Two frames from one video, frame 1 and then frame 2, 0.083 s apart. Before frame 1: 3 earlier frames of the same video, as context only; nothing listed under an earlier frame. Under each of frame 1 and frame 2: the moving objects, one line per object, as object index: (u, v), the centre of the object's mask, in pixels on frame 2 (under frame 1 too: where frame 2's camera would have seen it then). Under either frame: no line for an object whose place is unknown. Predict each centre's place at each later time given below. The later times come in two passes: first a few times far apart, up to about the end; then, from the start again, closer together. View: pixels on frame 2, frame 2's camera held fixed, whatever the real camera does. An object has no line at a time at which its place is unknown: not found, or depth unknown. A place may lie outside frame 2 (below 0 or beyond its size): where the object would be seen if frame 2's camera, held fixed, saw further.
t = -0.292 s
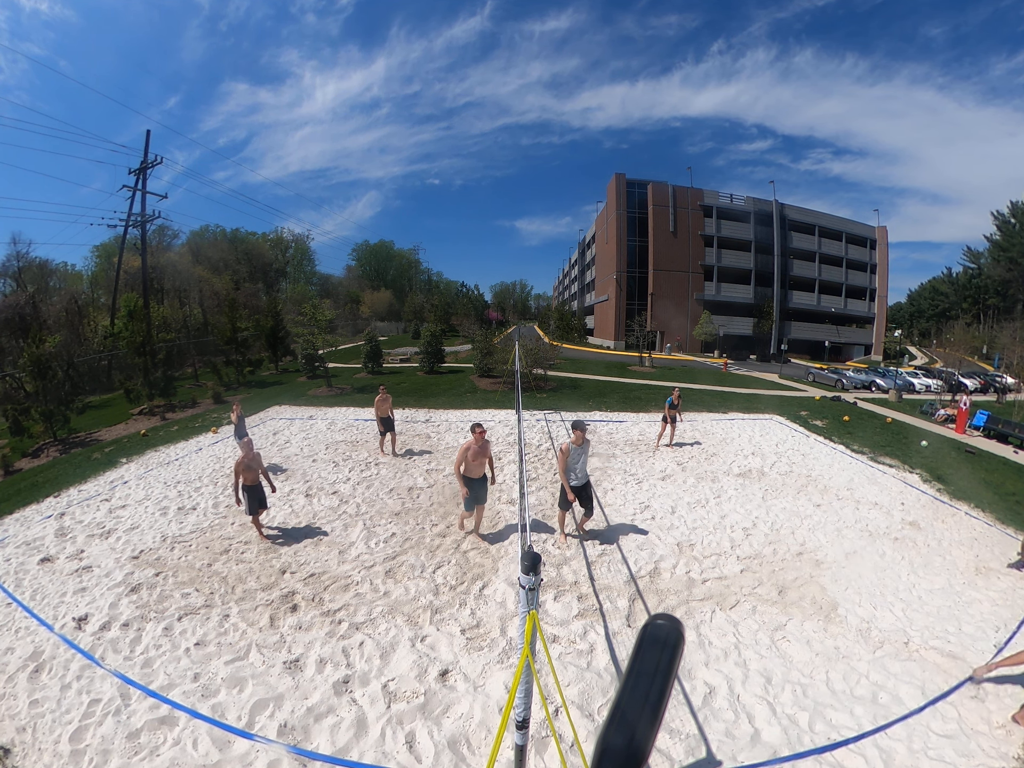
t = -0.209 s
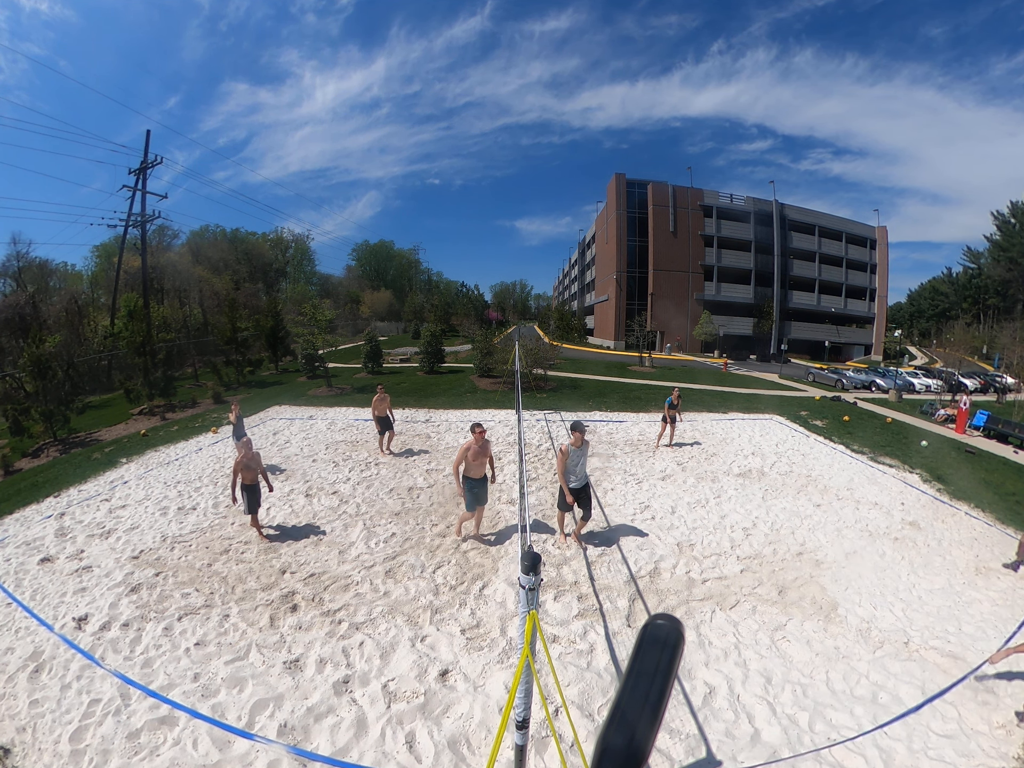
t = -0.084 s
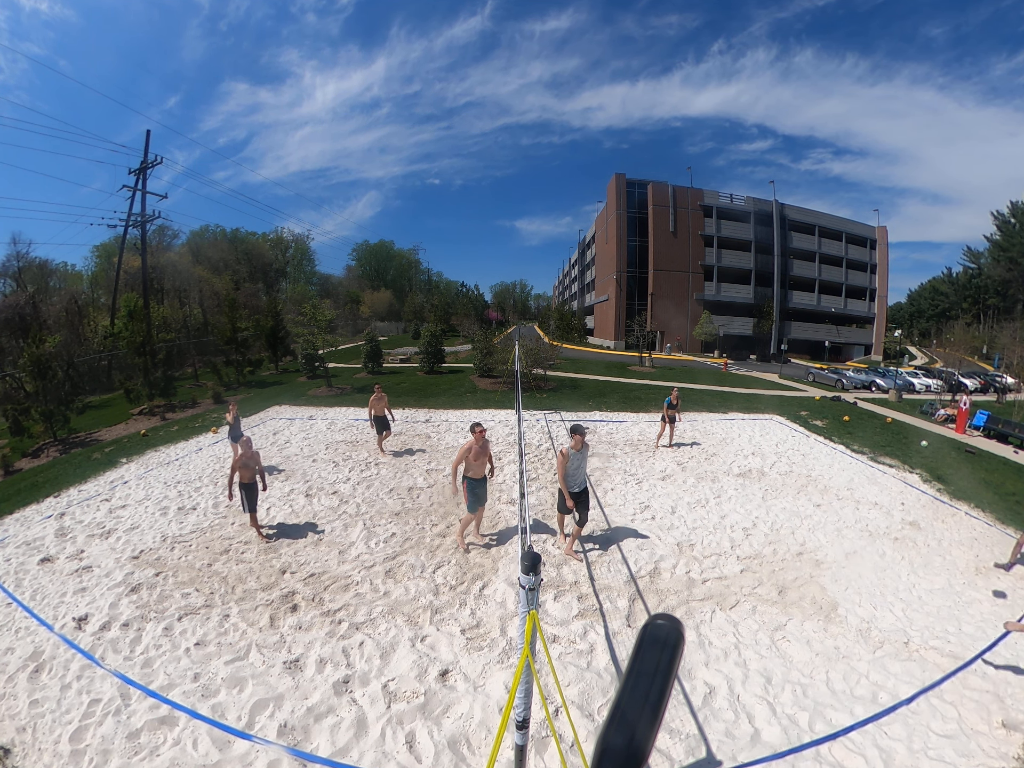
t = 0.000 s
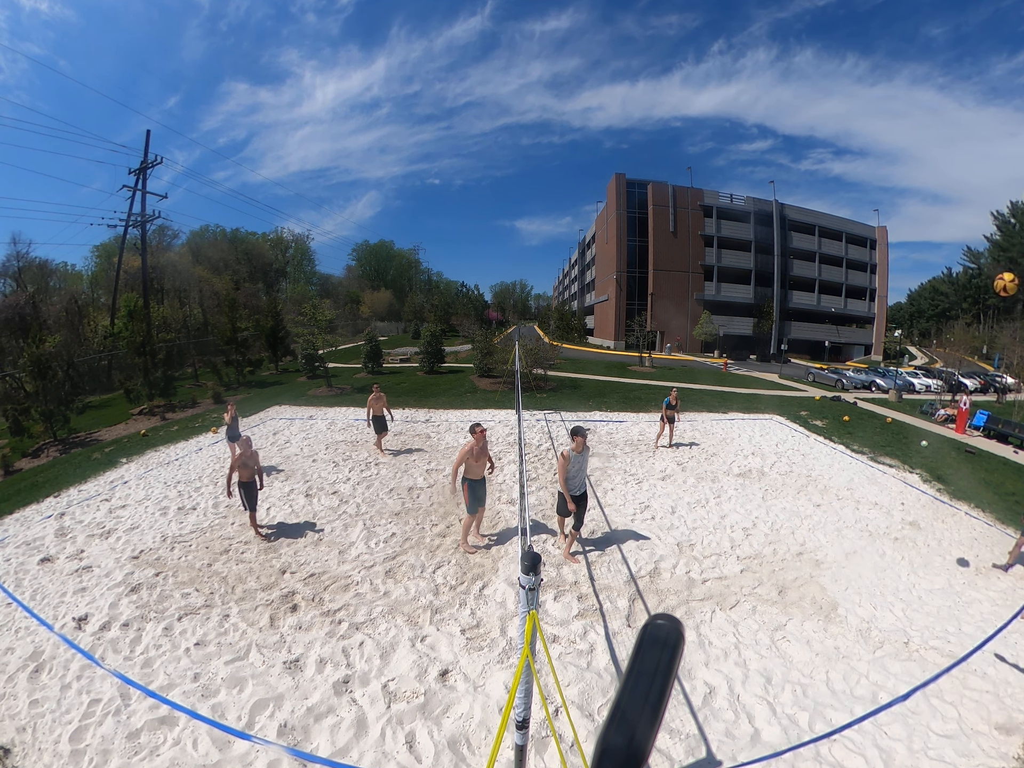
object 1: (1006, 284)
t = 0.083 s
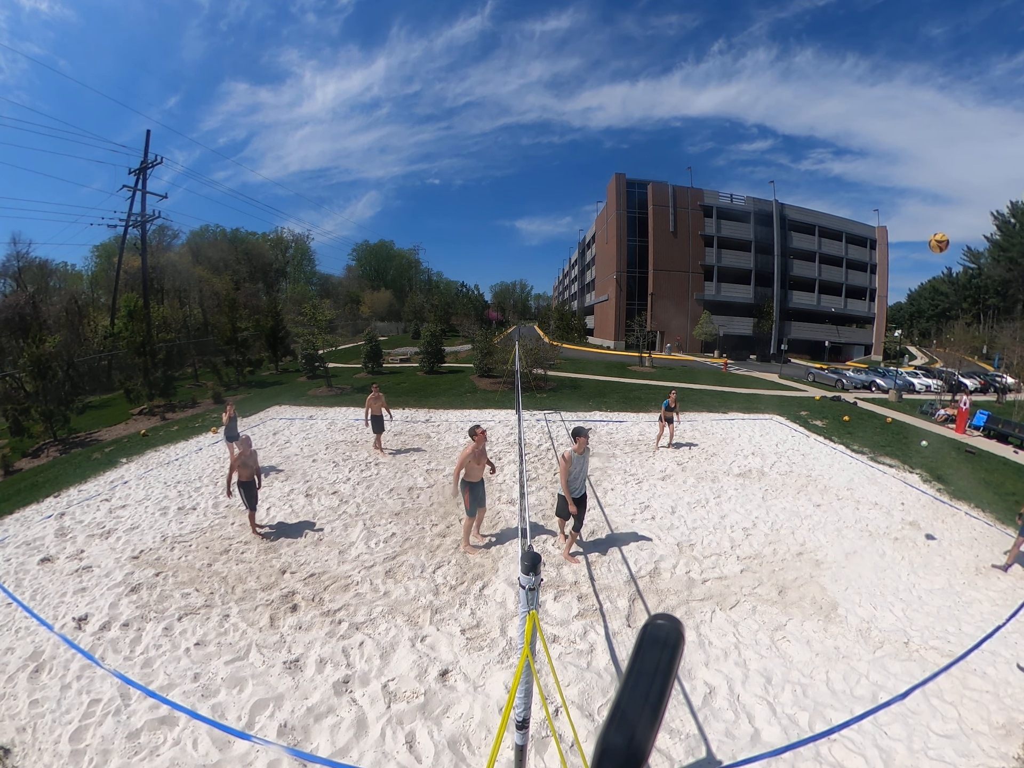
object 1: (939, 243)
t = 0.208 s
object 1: (859, 211)
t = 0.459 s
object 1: (756, 208)
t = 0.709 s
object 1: (696, 238)
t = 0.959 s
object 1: (657, 284)
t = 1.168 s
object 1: (633, 327)
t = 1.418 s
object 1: (611, 382)
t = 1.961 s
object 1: (593, 358)
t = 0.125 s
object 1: (909, 229)
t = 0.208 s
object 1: (859, 211)
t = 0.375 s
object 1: (784, 204)
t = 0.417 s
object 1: (769, 205)
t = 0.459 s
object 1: (756, 208)
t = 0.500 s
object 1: (744, 211)
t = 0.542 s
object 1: (733, 215)
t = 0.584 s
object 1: (723, 220)
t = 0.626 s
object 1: (713, 226)
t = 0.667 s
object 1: (704, 232)
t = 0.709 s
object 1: (696, 238)
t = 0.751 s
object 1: (688, 245)
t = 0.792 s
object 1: (681, 252)
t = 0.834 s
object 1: (675, 259)
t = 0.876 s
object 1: (668, 267)
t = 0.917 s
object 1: (662, 275)
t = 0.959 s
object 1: (657, 284)
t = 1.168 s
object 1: (633, 327)
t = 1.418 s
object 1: (611, 382)
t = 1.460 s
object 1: (608, 392)
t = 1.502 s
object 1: (605, 401)
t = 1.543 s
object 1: (604, 399)
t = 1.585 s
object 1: (603, 392)
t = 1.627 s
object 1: (602, 386)
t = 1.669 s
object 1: (601, 381)
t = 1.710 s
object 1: (600, 376)
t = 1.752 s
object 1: (599, 372)
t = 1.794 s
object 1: (597, 368)
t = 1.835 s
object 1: (597, 365)
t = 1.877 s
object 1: (595, 362)
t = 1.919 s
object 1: (594, 360)
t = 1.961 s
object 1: (593, 358)
